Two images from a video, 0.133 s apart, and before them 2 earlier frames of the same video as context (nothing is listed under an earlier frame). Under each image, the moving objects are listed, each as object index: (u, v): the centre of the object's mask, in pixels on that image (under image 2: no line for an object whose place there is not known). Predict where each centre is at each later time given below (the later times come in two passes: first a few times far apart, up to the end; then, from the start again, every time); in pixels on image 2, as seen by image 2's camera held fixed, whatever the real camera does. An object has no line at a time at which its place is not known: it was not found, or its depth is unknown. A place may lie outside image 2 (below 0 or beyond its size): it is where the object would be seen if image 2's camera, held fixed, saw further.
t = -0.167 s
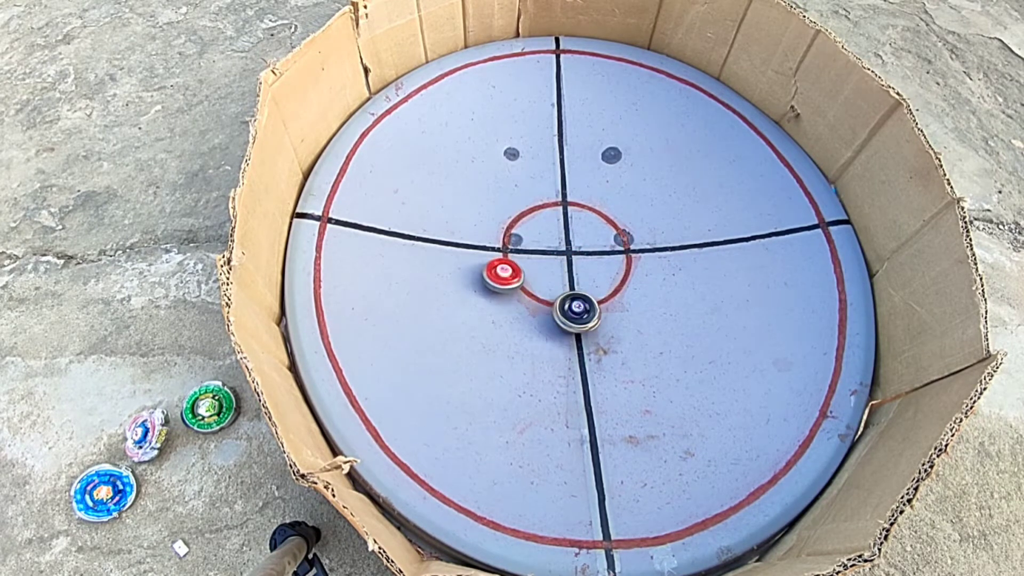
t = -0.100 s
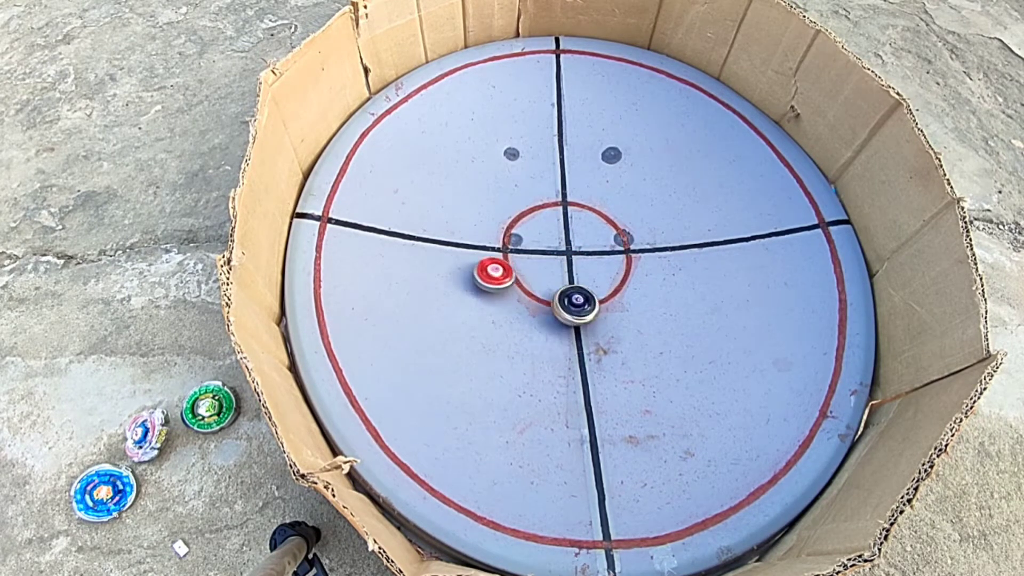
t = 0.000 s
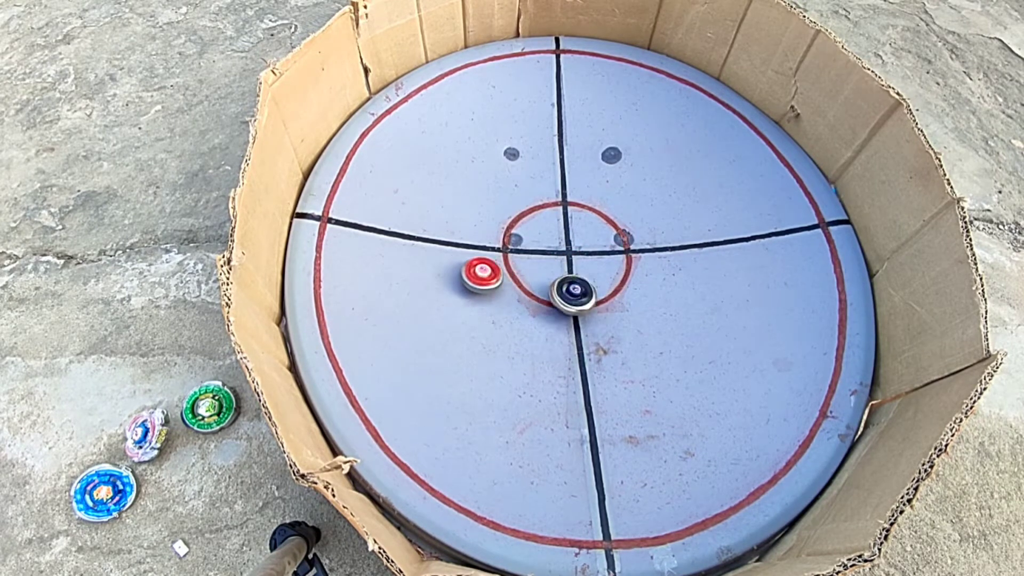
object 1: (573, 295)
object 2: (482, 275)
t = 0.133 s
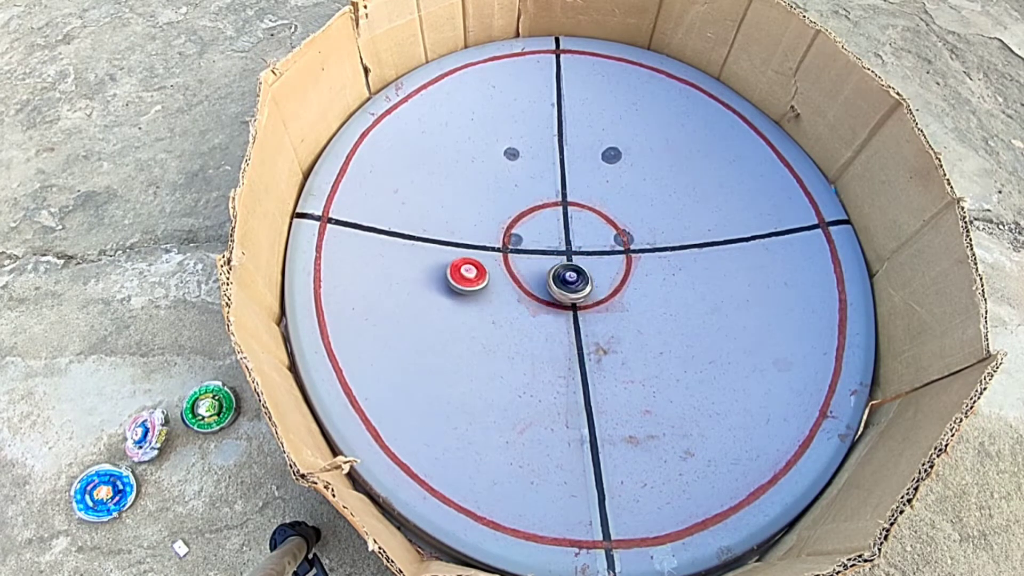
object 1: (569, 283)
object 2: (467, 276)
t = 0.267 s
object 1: (564, 268)
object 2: (456, 276)
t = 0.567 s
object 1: (547, 247)
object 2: (458, 282)
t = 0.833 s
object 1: (536, 250)
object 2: (487, 286)
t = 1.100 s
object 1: (559, 265)
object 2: (518, 290)
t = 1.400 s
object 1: (606, 261)
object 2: (546, 303)
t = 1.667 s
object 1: (629, 258)
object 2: (575, 312)
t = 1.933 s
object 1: (621, 266)
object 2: (604, 322)
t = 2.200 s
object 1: (596, 282)
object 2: (628, 328)
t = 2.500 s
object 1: (560, 305)
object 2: (638, 322)
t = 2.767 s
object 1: (537, 319)
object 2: (622, 314)
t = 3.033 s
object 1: (533, 319)
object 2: (600, 307)
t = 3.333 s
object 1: (529, 302)
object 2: (600, 293)
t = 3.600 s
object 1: (529, 292)
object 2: (600, 275)
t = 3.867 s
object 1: (553, 278)
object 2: (597, 260)
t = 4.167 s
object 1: (549, 276)
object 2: (614, 242)
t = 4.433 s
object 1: (527, 275)
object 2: (605, 238)
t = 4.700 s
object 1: (520, 261)
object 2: (589, 244)
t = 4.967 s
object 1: (542, 266)
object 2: (580, 255)
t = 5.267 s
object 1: (527, 272)
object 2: (578, 271)
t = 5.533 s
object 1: (519, 266)
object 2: (562, 280)
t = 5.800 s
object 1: (522, 251)
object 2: (545, 288)
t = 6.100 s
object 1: (534, 240)
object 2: (527, 284)
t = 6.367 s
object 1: (529, 234)
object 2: (516, 277)
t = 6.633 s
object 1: (540, 245)
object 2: (516, 272)
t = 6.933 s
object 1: (547, 252)
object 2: (512, 278)
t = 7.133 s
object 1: (549, 257)
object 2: (515, 284)
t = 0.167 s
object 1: (568, 278)
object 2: (464, 275)
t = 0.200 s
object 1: (566, 275)
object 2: (461, 275)
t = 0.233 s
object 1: (565, 272)
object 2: (458, 276)
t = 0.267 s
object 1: (564, 268)
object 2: (456, 276)
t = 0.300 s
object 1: (561, 265)
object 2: (453, 276)
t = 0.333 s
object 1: (560, 263)
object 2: (452, 276)
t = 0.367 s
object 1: (558, 260)
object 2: (452, 277)
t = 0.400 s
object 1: (556, 257)
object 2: (452, 278)
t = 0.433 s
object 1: (554, 255)
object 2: (453, 279)
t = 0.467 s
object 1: (553, 253)
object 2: (453, 280)
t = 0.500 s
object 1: (550, 251)
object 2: (454, 281)
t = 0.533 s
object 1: (549, 249)
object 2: (456, 281)
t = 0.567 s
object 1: (547, 247)
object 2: (458, 282)
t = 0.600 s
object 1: (544, 246)
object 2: (461, 283)
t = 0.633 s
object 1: (543, 245)
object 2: (464, 284)
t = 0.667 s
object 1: (542, 245)
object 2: (467, 284)
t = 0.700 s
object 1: (539, 245)
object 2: (471, 284)
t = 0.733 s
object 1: (538, 246)
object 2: (475, 285)
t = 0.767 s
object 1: (537, 247)
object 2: (479, 285)
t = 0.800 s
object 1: (537, 249)
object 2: (483, 286)
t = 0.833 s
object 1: (536, 250)
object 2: (487, 286)
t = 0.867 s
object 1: (537, 253)
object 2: (491, 287)
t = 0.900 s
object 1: (539, 255)
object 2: (496, 287)
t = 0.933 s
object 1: (540, 257)
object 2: (500, 287)
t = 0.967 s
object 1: (544, 259)
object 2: (504, 287)
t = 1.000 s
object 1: (546, 261)
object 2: (509, 287)
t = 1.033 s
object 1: (549, 263)
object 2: (514, 287)
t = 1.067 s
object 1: (553, 264)
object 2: (518, 288)
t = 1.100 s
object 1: (559, 265)
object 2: (518, 290)
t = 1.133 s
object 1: (567, 265)
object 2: (516, 293)
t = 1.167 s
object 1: (571, 263)
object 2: (519, 294)
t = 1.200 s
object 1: (577, 263)
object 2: (523, 294)
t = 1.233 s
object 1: (583, 263)
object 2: (527, 295)
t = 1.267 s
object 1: (587, 263)
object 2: (531, 297)
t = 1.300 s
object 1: (593, 263)
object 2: (534, 299)
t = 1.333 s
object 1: (597, 261)
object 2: (538, 300)
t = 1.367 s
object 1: (601, 262)
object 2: (542, 302)
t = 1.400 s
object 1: (606, 261)
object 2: (546, 303)
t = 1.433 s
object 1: (610, 261)
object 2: (550, 304)
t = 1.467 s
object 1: (614, 261)
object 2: (553, 305)
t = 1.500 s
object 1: (618, 259)
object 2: (557, 306)
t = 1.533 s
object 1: (620, 259)
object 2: (561, 307)
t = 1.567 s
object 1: (624, 258)
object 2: (564, 309)
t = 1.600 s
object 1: (626, 258)
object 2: (568, 310)
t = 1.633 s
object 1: (628, 258)
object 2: (572, 311)
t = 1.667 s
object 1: (629, 258)
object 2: (575, 312)
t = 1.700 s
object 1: (628, 259)
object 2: (579, 313)
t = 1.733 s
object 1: (628, 258)
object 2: (583, 314)
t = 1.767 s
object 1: (627, 259)
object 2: (587, 315)
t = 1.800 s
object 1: (628, 260)
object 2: (590, 316)
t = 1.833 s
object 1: (627, 261)
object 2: (594, 317)
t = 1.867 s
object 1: (626, 263)
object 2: (598, 319)
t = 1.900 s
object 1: (624, 264)
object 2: (601, 320)
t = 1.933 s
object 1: (621, 266)
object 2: (604, 322)
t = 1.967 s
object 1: (619, 268)
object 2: (608, 323)
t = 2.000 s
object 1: (615, 270)
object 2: (611, 324)
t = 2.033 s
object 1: (613, 272)
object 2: (614, 325)
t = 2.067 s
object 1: (609, 273)
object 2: (617, 326)
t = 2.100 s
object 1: (607, 276)
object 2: (620, 326)
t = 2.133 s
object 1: (603, 278)
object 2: (623, 327)
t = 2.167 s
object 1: (599, 281)
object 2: (626, 327)
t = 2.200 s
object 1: (596, 282)
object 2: (628, 328)
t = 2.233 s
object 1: (591, 286)
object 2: (630, 328)
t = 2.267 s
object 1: (588, 289)
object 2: (633, 329)
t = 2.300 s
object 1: (583, 292)
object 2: (635, 328)
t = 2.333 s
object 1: (580, 294)
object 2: (637, 328)
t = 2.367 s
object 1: (575, 296)
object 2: (638, 327)
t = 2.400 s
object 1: (572, 300)
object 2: (639, 326)
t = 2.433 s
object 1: (568, 301)
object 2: (639, 325)
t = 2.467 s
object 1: (564, 304)
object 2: (639, 323)
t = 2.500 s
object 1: (560, 305)
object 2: (638, 322)
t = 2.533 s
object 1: (557, 308)
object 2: (637, 321)
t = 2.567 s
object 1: (554, 308)
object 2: (636, 320)
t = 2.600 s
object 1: (550, 311)
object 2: (634, 319)
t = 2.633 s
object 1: (548, 313)
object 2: (632, 318)
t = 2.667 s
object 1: (544, 315)
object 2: (630, 317)
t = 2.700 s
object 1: (542, 316)
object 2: (627, 316)
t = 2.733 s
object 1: (538, 317)
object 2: (625, 316)
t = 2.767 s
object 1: (537, 319)
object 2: (622, 314)
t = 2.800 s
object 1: (535, 319)
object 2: (620, 313)
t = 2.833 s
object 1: (534, 320)
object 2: (617, 312)
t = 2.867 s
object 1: (532, 319)
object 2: (614, 311)
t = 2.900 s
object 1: (532, 320)
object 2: (611, 311)
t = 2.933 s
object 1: (531, 320)
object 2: (608, 310)
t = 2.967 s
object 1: (531, 320)
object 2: (605, 309)
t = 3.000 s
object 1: (532, 318)
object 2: (603, 308)
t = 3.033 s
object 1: (533, 319)
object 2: (600, 307)
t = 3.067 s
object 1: (534, 317)
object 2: (597, 306)
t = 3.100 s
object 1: (534, 316)
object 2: (593, 305)
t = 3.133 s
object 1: (536, 313)
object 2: (591, 304)
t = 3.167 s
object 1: (537, 313)
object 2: (588, 303)
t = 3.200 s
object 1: (539, 310)
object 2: (585, 302)
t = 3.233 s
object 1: (540, 309)
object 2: (584, 301)
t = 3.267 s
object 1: (533, 307)
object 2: (593, 298)
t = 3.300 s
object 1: (531, 304)
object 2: (598, 295)
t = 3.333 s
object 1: (529, 302)
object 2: (600, 293)
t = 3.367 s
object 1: (528, 302)
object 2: (600, 291)
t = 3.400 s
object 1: (527, 299)
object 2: (601, 288)
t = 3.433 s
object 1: (528, 299)
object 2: (601, 286)
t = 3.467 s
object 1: (527, 297)
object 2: (601, 284)
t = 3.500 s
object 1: (528, 296)
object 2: (601, 282)
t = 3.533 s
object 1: (526, 295)
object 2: (601, 280)
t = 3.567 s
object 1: (528, 293)
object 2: (600, 277)
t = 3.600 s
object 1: (529, 292)
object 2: (600, 275)
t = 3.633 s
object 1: (532, 289)
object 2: (600, 274)
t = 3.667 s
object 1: (533, 289)
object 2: (599, 271)
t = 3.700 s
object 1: (535, 286)
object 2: (599, 269)
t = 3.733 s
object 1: (539, 285)
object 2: (599, 267)
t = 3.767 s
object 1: (541, 283)
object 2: (598, 265)
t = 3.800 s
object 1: (546, 282)
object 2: (598, 264)
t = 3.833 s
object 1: (548, 280)
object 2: (598, 262)
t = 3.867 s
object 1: (553, 278)
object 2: (597, 260)
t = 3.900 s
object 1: (556, 278)
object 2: (596, 259)
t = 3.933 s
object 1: (561, 275)
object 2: (596, 257)
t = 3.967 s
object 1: (564, 275)
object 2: (596, 255)
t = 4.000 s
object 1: (566, 273)
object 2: (596, 253)
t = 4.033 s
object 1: (566, 273)
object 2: (598, 252)
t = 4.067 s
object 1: (559, 274)
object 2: (605, 249)
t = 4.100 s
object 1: (557, 273)
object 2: (610, 246)
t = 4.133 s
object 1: (553, 275)
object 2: (612, 244)
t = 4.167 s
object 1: (549, 276)
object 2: (614, 242)
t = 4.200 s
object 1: (547, 276)
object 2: (613, 241)
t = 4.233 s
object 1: (544, 278)
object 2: (612, 240)
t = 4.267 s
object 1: (539, 279)
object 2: (612, 239)
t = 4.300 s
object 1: (536, 278)
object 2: (611, 239)
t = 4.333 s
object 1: (535, 278)
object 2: (609, 239)
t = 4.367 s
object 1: (532, 278)
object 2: (608, 238)
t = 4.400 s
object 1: (529, 276)
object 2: (606, 238)
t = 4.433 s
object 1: (527, 275)
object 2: (605, 238)
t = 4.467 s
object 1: (523, 273)
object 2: (603, 238)
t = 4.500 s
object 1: (521, 270)
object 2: (601, 239)
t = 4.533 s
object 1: (520, 269)
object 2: (599, 239)
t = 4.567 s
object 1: (518, 268)
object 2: (597, 240)
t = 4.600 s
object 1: (518, 264)
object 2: (595, 241)
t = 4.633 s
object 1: (520, 264)
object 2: (593, 242)
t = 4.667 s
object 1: (519, 264)
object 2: (591, 243)
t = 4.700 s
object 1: (520, 261)
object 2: (589, 244)
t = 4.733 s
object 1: (524, 261)
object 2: (587, 245)
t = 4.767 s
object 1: (525, 261)
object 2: (585, 247)
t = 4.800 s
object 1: (527, 261)
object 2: (584, 249)
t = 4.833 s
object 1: (532, 261)
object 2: (583, 250)
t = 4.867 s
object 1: (535, 262)
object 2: (581, 252)
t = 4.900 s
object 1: (537, 263)
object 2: (579, 253)
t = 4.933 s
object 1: (540, 264)
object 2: (579, 254)
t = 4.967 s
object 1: (542, 266)
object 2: (580, 255)
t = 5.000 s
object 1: (541, 267)
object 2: (579, 257)
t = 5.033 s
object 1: (542, 267)
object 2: (580, 260)
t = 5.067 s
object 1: (541, 269)
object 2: (581, 263)
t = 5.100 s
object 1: (539, 270)
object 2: (581, 265)
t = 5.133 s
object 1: (537, 270)
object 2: (581, 267)
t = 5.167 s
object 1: (537, 271)
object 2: (581, 268)
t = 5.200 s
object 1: (534, 272)
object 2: (581, 269)
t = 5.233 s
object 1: (530, 272)
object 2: (580, 270)
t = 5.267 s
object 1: (527, 272)
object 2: (578, 271)
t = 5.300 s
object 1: (525, 271)
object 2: (576, 272)
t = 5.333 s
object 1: (524, 271)
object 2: (574, 274)
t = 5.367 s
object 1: (522, 271)
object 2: (572, 275)
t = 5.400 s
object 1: (520, 269)
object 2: (570, 276)
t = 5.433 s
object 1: (519, 267)
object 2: (568, 278)
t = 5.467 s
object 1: (519, 267)
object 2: (566, 279)
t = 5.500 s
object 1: (518, 267)
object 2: (564, 279)
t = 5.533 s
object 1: (519, 266)
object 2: (562, 280)
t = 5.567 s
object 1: (521, 265)
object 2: (561, 282)
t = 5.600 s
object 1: (520, 262)
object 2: (561, 285)
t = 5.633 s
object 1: (519, 256)
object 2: (560, 289)
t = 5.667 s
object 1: (517, 253)
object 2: (557, 290)
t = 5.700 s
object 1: (517, 252)
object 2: (554, 290)
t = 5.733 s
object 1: (520, 251)
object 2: (552, 290)
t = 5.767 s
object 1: (521, 250)
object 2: (549, 289)
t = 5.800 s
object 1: (522, 251)
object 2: (545, 288)
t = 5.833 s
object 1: (521, 250)
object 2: (542, 288)
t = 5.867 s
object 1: (521, 250)
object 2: (540, 287)
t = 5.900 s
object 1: (521, 250)
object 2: (538, 286)
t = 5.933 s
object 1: (522, 250)
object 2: (537, 285)
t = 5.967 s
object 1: (524, 248)
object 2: (535, 286)
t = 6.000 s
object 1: (528, 247)
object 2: (533, 286)
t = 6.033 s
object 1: (531, 245)
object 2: (531, 285)
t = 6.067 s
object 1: (533, 243)
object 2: (529, 284)
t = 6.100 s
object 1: (534, 240)
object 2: (527, 284)
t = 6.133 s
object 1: (533, 238)
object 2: (525, 283)
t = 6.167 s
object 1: (532, 235)
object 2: (523, 282)
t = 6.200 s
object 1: (530, 234)
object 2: (522, 282)
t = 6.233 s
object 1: (529, 233)
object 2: (520, 281)
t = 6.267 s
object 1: (528, 233)
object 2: (519, 280)
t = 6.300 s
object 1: (528, 233)
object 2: (518, 279)
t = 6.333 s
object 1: (528, 233)
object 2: (516, 278)
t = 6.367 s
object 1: (529, 234)
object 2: (516, 277)
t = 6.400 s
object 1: (532, 235)
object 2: (515, 276)
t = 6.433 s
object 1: (533, 236)
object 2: (515, 275)
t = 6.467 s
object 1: (534, 239)
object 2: (515, 273)
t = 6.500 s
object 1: (534, 242)
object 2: (516, 272)
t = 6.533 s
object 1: (537, 242)
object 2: (515, 273)
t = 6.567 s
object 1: (538, 243)
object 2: (515, 274)
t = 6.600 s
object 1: (539, 244)
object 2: (516, 272)
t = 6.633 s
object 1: (540, 245)
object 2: (516, 272)
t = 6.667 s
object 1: (542, 245)
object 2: (513, 274)
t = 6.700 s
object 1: (543, 247)
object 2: (511, 275)
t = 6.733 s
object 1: (544, 247)
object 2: (510, 275)
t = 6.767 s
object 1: (544, 248)
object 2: (510, 276)
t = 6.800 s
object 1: (545, 249)
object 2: (510, 276)
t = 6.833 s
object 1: (546, 249)
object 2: (510, 277)
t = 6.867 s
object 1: (546, 250)
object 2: (510, 277)
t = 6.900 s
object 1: (547, 251)
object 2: (511, 278)
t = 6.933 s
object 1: (547, 252)
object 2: (512, 278)
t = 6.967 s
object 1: (548, 254)
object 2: (513, 279)
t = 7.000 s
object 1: (548, 255)
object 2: (514, 279)
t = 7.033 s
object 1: (548, 257)
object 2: (516, 280)
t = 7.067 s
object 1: (548, 258)
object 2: (516, 281)
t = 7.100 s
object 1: (549, 258)
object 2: (514, 283)
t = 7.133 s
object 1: (549, 257)
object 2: (515, 284)
